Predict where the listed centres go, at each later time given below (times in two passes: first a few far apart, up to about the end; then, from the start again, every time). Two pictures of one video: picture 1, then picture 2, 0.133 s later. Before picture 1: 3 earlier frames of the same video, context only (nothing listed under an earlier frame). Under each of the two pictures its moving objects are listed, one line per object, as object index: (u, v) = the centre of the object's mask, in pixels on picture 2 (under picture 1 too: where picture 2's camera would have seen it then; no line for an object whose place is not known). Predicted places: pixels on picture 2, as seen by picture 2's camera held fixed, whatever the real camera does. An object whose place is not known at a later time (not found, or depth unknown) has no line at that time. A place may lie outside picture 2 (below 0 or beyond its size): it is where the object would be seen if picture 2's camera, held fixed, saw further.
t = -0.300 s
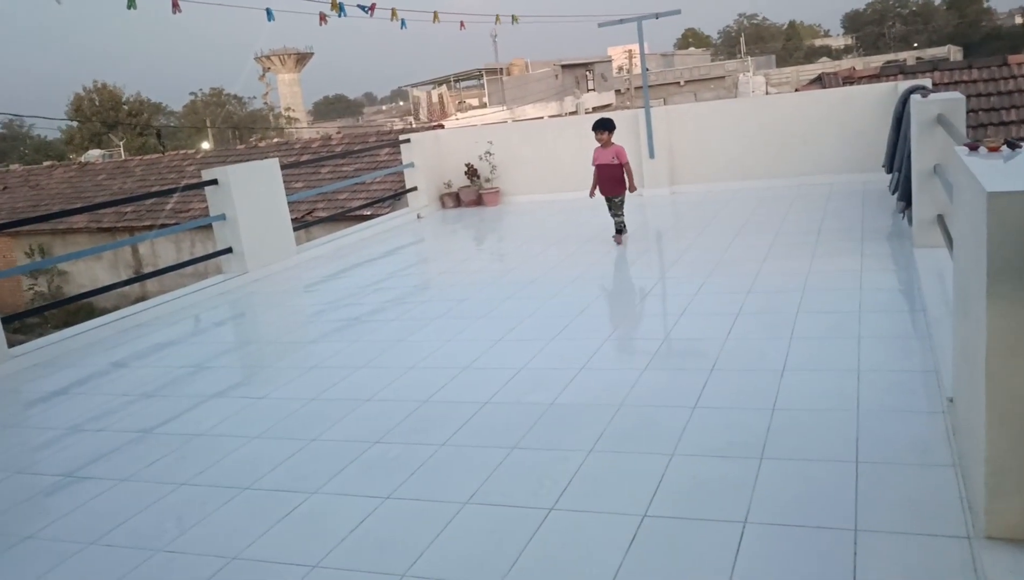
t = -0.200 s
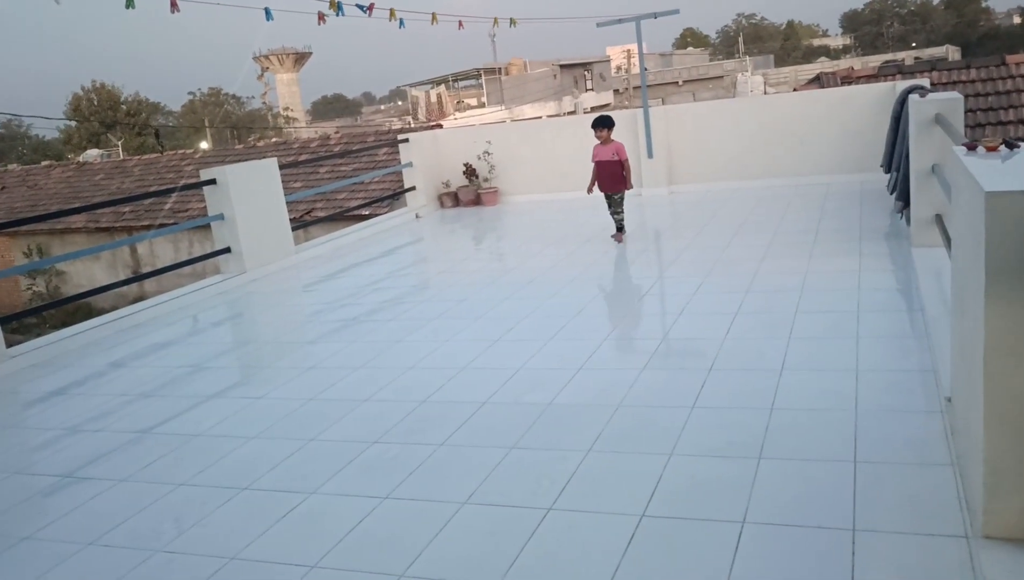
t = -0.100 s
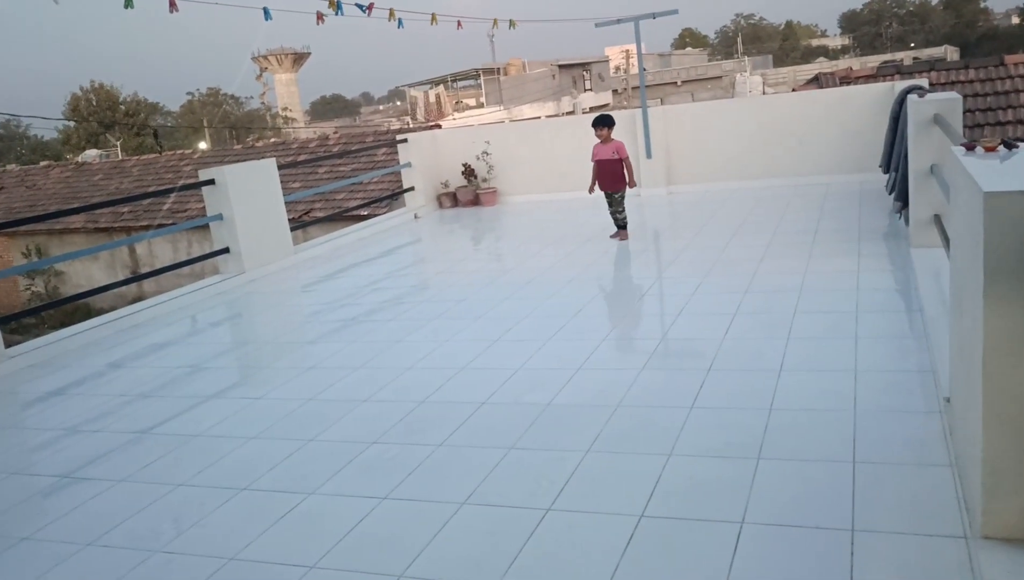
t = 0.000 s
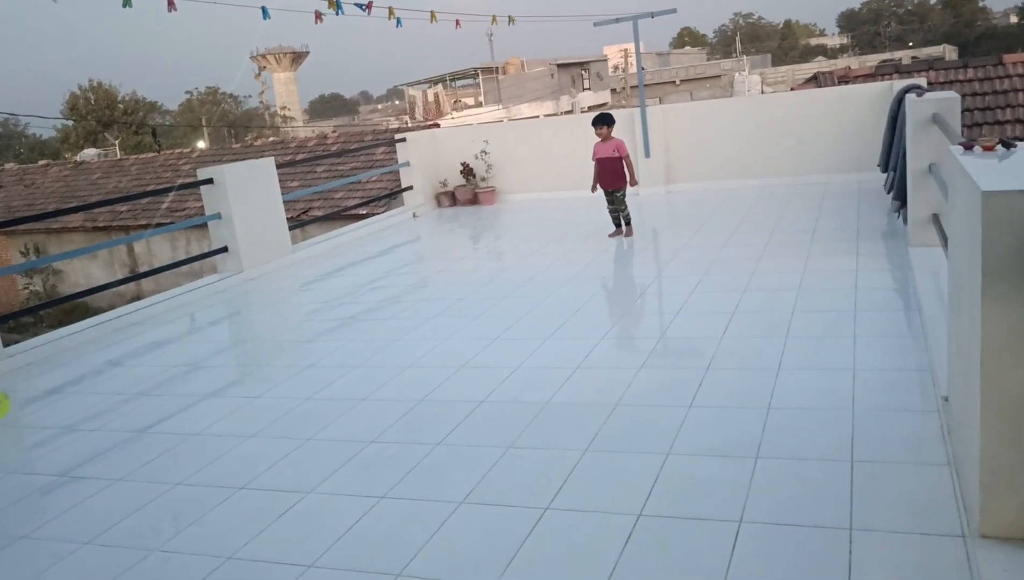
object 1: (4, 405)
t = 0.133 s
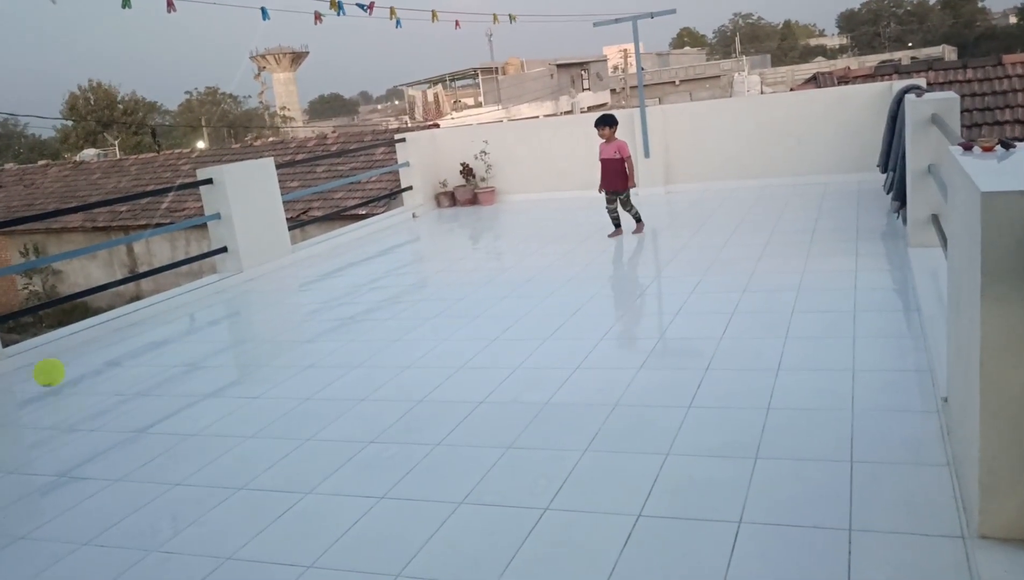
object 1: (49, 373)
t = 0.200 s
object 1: (76, 369)
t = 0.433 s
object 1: (140, 334)
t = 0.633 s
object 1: (183, 315)
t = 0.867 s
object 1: (225, 299)
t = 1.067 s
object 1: (255, 288)
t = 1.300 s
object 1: (284, 271)
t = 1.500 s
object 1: (305, 262)
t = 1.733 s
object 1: (326, 250)
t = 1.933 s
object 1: (341, 242)
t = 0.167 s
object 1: (63, 370)
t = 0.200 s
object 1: (76, 369)
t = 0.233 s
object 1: (91, 371)
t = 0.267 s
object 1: (100, 364)
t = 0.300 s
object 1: (107, 354)
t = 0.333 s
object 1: (115, 346)
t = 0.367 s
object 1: (124, 340)
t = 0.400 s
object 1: (132, 336)
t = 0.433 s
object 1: (140, 334)
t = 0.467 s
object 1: (148, 334)
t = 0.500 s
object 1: (157, 335)
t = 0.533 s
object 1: (164, 332)
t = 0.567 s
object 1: (171, 325)
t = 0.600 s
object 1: (177, 319)
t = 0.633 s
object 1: (183, 315)
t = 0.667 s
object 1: (189, 313)
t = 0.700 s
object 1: (196, 313)
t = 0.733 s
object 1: (203, 314)
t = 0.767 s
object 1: (208, 310)
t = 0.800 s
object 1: (213, 305)
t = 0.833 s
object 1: (219, 301)
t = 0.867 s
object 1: (225, 299)
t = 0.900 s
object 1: (230, 299)
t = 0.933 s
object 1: (236, 298)
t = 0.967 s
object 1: (240, 293)
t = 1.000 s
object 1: (245, 290)
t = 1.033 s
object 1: (250, 288)
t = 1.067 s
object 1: (255, 288)
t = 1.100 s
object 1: (260, 285)
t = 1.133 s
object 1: (264, 281)
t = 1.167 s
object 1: (268, 279)
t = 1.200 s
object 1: (273, 279)
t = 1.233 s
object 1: (277, 276)
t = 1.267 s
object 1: (281, 273)
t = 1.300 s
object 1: (284, 271)
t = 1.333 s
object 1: (288, 271)
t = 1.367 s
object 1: (291, 269)
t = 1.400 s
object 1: (295, 267)
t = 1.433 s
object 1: (299, 266)
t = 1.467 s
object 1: (302, 263)
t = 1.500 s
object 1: (305, 262)
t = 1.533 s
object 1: (309, 260)
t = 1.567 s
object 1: (312, 258)
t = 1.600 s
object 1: (315, 257)
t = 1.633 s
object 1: (318, 255)
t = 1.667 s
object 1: (321, 253)
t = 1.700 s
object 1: (323, 252)
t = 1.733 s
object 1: (326, 250)
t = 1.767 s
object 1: (328, 249)
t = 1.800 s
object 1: (331, 247)
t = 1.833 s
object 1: (334, 246)
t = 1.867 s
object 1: (336, 245)
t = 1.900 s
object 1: (339, 244)
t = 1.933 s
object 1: (341, 242)
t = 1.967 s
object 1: (343, 241)
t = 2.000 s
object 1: (345, 240)
